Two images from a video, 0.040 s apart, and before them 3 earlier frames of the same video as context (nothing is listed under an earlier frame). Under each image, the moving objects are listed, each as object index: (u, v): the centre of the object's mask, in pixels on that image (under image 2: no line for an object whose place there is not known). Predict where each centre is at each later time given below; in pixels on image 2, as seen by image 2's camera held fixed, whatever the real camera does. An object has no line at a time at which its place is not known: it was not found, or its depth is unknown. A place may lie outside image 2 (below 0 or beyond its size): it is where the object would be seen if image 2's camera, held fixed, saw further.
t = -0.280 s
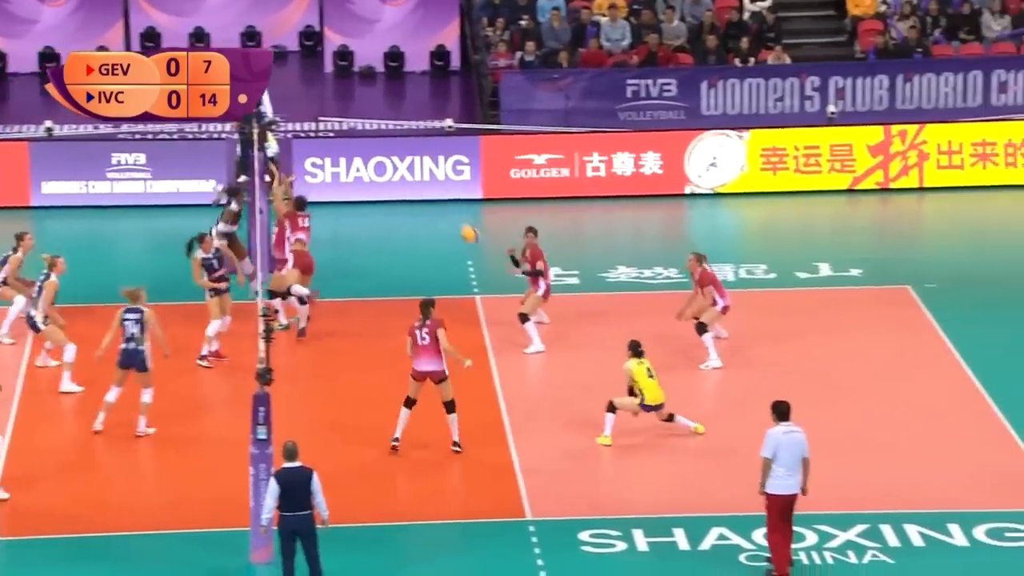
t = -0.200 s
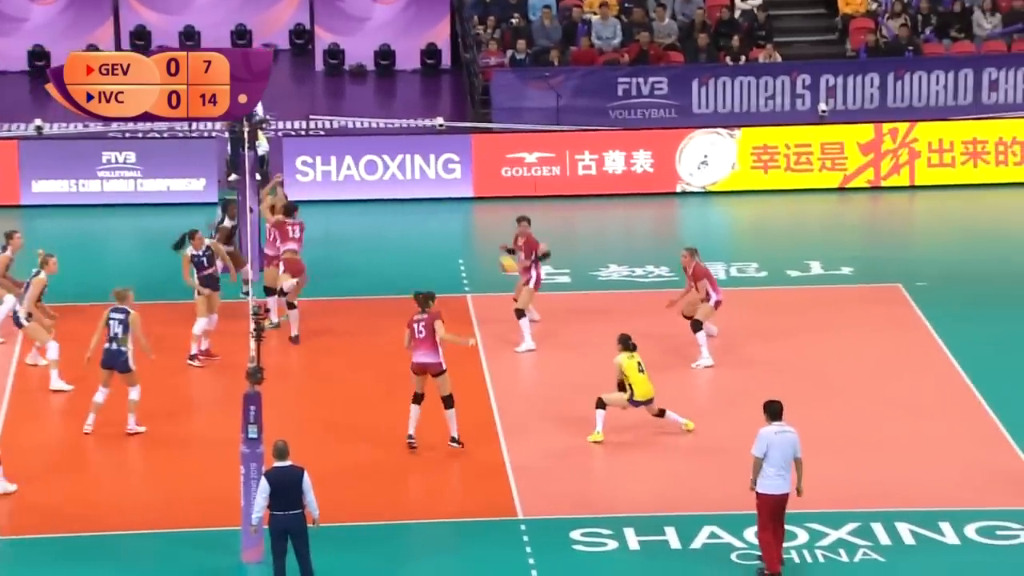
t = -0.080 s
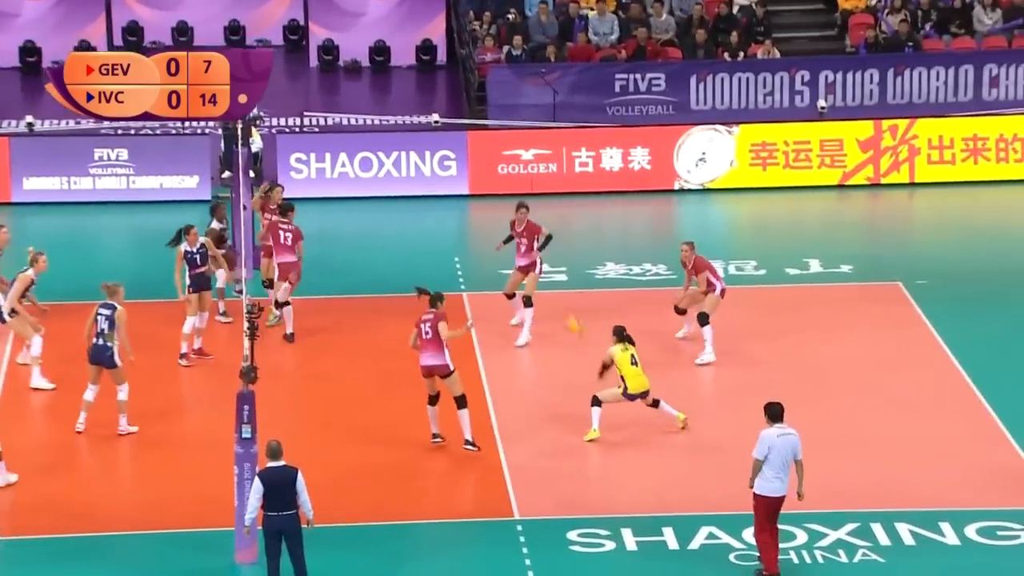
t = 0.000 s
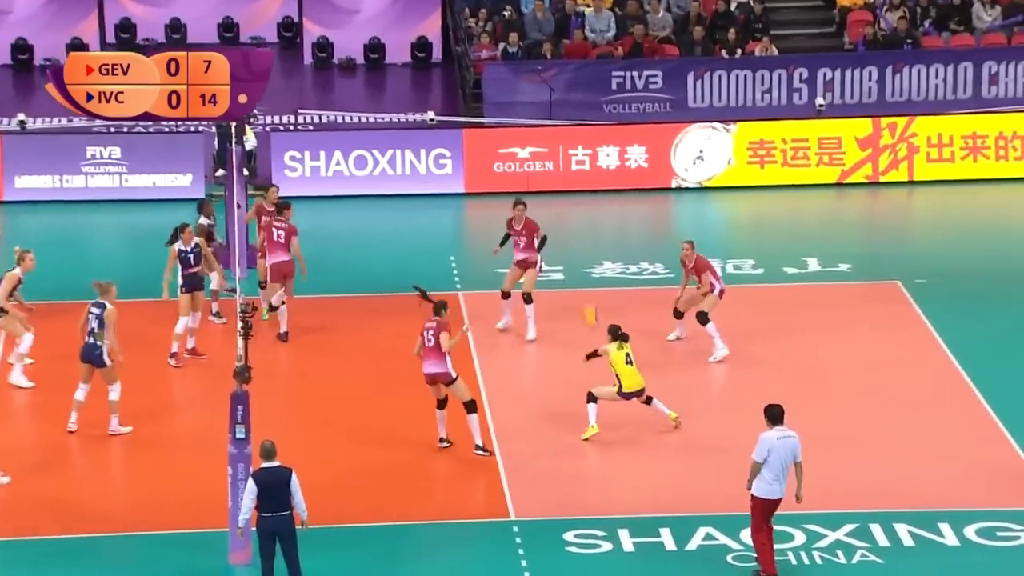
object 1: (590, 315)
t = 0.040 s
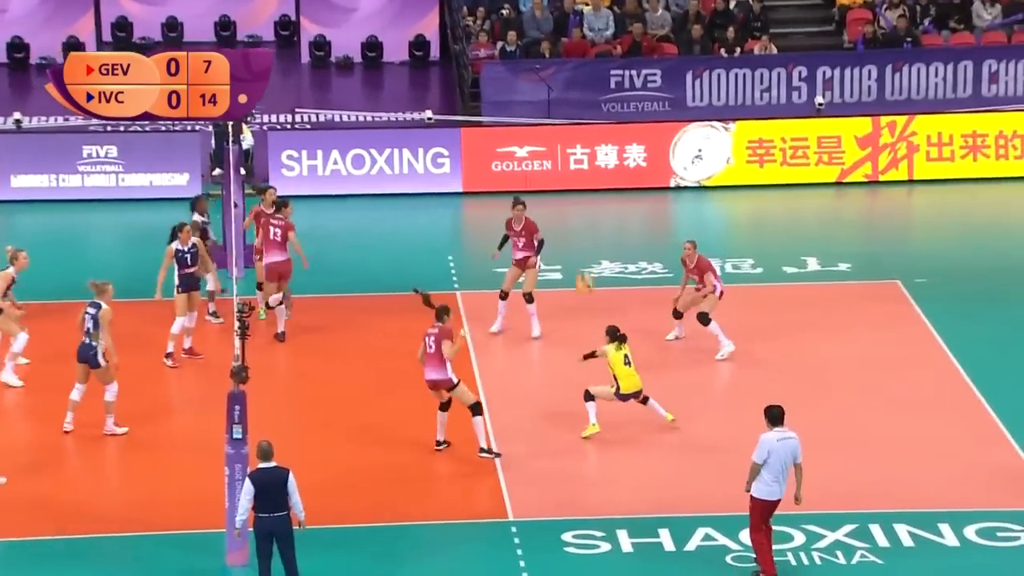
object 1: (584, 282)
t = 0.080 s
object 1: (578, 251)
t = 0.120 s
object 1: (572, 221)
